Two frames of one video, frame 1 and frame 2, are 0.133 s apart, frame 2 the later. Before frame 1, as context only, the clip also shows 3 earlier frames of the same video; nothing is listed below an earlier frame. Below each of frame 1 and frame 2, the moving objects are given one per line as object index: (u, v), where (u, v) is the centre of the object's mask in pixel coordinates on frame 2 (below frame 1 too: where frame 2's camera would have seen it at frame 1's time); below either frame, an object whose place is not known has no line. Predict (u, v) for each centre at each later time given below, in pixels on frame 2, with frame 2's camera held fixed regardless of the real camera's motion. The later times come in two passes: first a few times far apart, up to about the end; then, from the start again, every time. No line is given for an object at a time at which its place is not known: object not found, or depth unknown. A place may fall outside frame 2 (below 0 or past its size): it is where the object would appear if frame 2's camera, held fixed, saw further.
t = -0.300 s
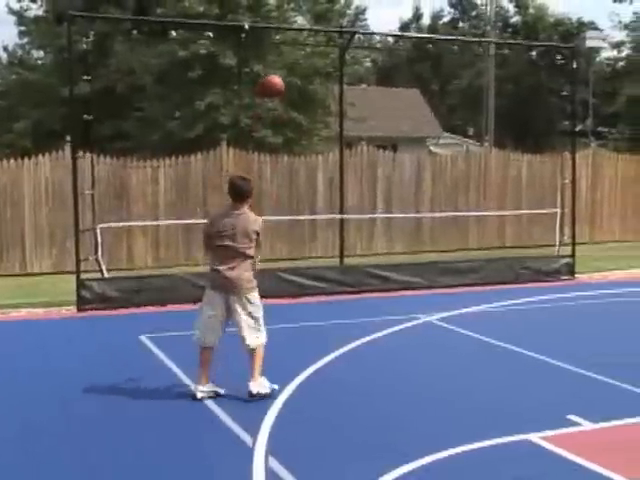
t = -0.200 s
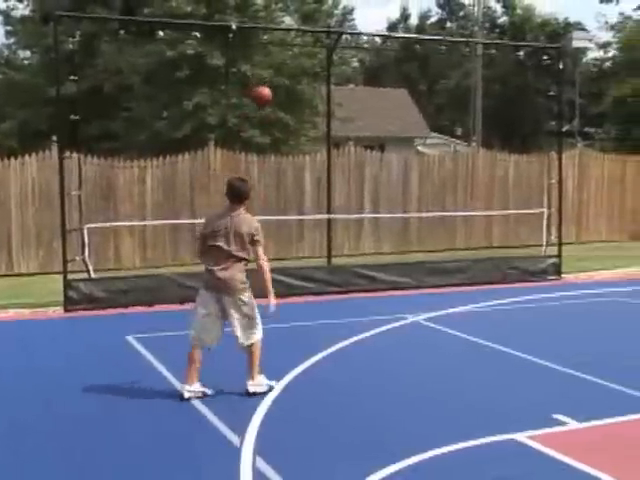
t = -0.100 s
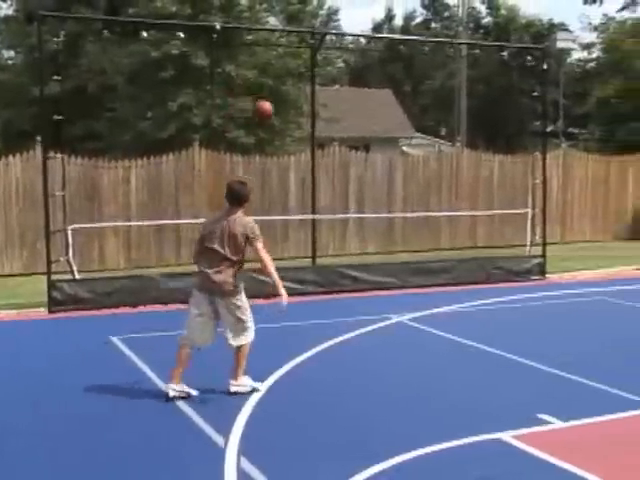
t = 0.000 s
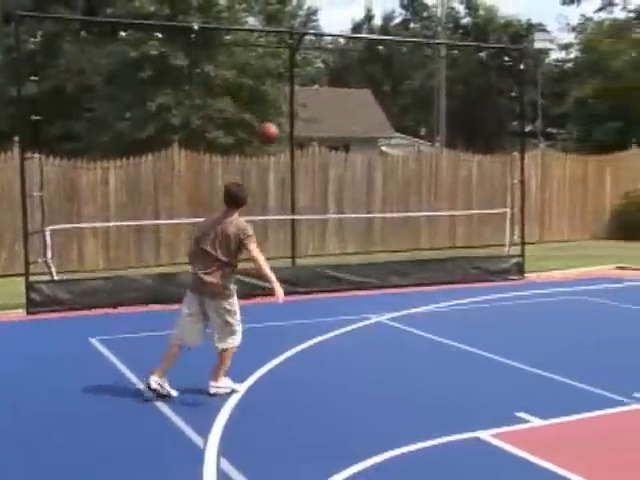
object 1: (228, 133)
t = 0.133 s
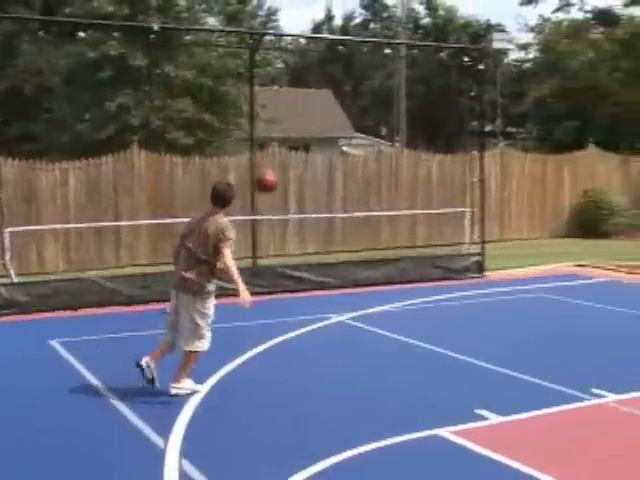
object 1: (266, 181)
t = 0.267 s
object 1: (307, 249)
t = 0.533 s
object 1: (382, 238)
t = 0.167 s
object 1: (276, 196)
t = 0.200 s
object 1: (287, 211)
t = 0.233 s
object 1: (298, 230)
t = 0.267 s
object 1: (307, 249)
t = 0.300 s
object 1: (318, 270)
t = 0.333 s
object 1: (330, 290)
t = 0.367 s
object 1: (340, 313)
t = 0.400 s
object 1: (348, 297)
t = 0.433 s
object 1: (356, 281)
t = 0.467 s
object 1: (363, 266)
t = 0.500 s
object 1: (371, 251)
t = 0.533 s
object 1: (382, 238)
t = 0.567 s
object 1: (394, 225)
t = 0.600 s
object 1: (402, 214)
